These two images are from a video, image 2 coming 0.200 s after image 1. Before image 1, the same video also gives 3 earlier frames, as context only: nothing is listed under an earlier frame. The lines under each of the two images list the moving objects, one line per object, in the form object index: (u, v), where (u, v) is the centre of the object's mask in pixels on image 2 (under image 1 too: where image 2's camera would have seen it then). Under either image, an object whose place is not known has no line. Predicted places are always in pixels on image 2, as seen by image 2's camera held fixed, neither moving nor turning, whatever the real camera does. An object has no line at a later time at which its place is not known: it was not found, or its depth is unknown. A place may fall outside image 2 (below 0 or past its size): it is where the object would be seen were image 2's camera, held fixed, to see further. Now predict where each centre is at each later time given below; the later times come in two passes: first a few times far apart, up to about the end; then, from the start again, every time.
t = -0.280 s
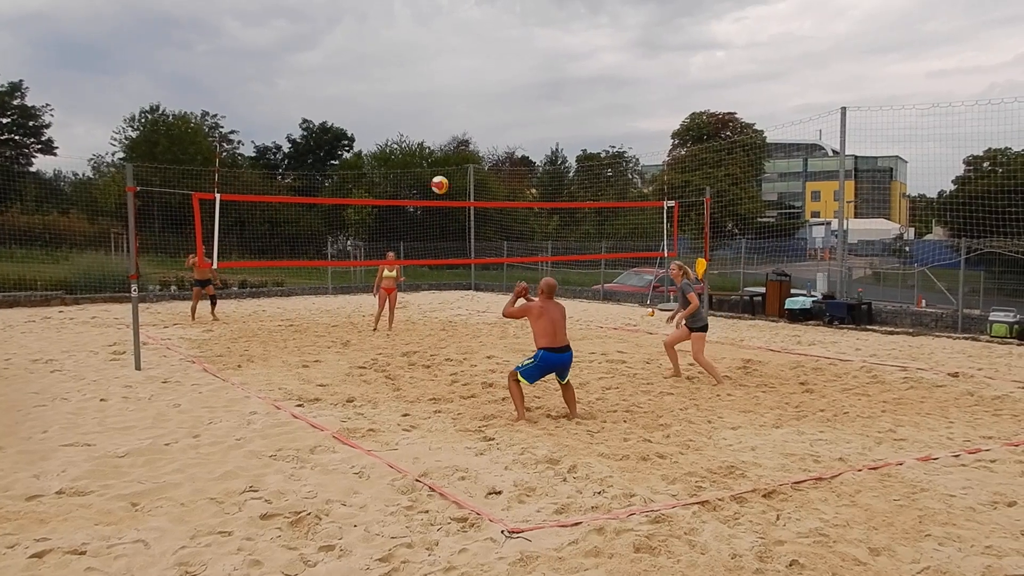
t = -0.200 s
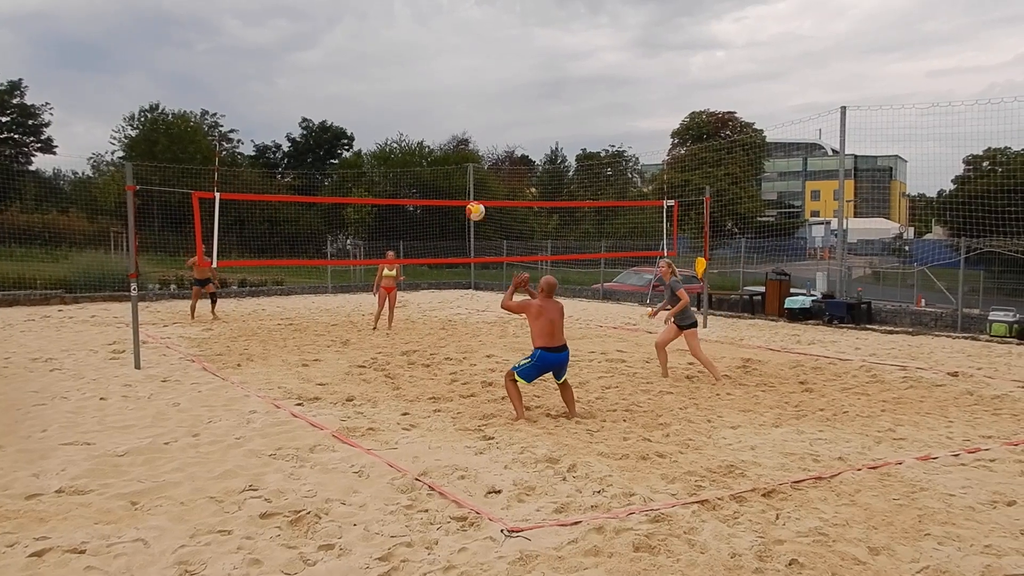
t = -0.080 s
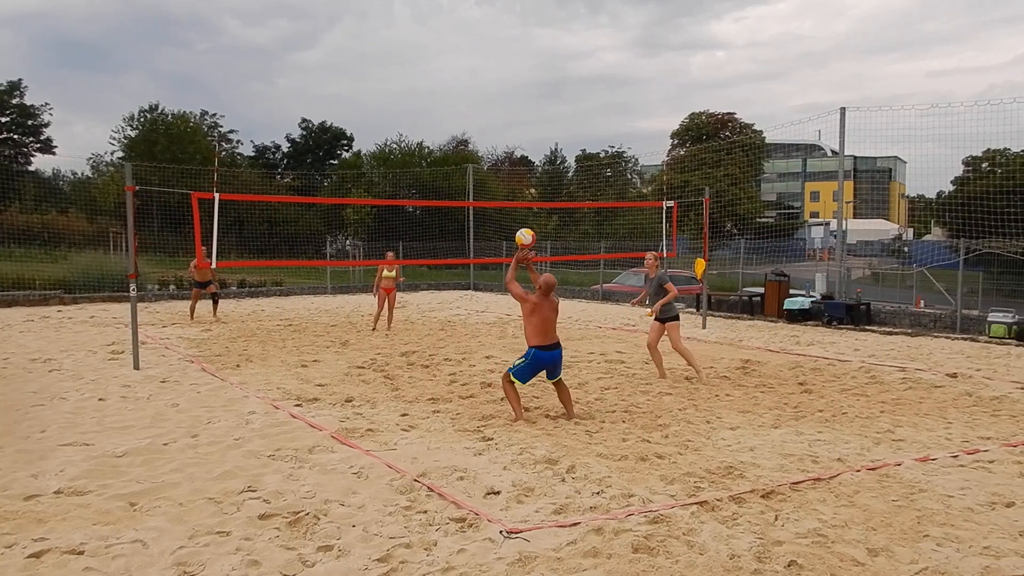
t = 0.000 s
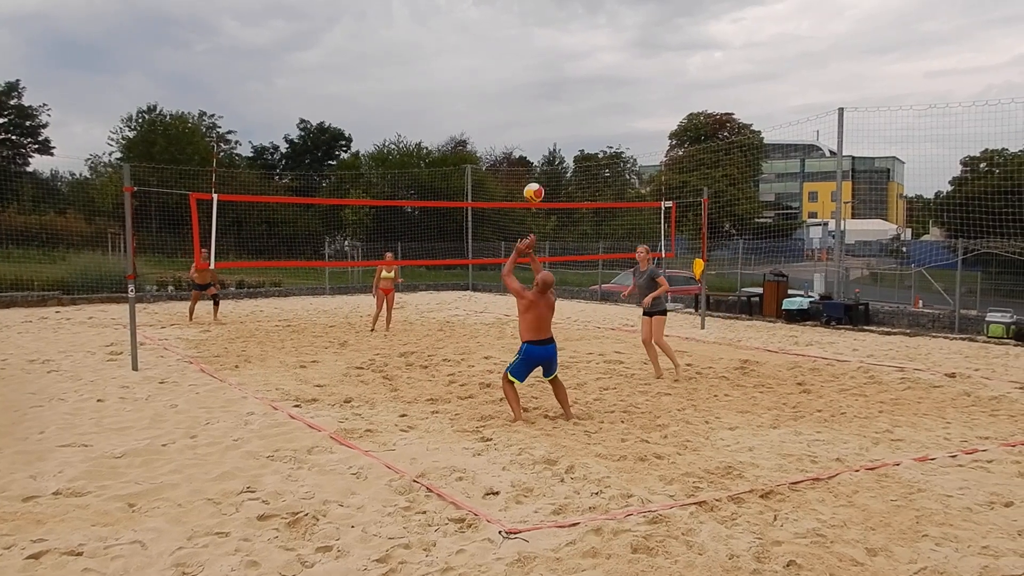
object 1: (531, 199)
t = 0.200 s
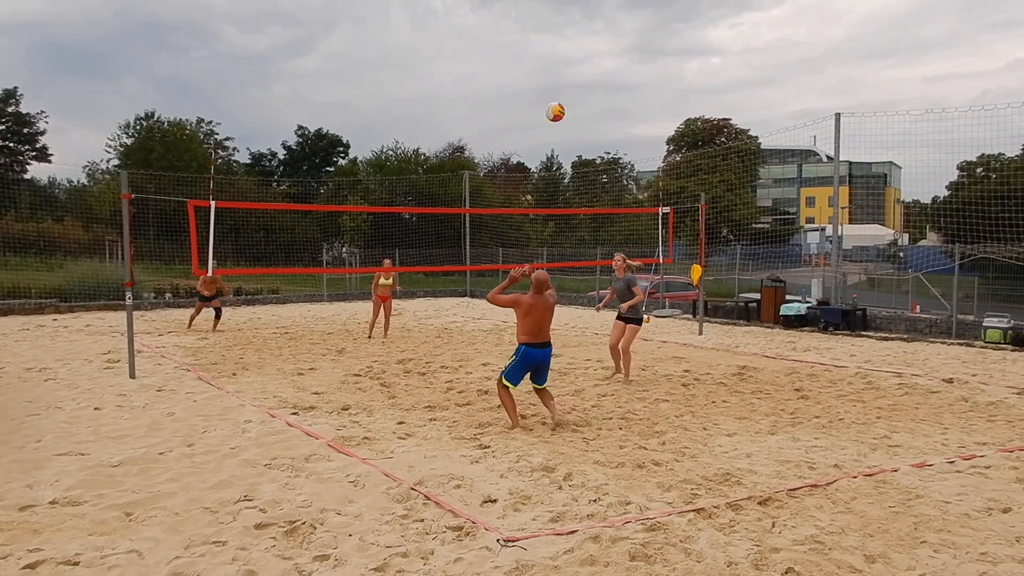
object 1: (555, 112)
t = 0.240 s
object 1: (560, 99)
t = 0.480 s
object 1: (587, 57)
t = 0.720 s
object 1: (614, 64)
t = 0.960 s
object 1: (639, 118)
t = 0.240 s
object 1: (560, 99)
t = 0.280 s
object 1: (563, 89)
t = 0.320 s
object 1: (569, 79)
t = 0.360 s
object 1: (573, 72)
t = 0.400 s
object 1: (578, 65)
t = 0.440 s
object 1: (582, 61)
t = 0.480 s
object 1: (587, 57)
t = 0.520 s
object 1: (591, 54)
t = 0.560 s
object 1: (596, 53)
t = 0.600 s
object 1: (600, 54)
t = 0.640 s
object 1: (605, 55)
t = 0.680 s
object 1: (610, 59)
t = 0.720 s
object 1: (614, 64)
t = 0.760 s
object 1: (618, 69)
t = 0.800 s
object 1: (622, 77)
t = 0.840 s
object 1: (626, 85)
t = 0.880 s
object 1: (630, 95)
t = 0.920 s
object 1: (635, 106)
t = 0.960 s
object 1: (639, 118)
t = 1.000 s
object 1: (642, 131)
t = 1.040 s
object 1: (646, 146)
